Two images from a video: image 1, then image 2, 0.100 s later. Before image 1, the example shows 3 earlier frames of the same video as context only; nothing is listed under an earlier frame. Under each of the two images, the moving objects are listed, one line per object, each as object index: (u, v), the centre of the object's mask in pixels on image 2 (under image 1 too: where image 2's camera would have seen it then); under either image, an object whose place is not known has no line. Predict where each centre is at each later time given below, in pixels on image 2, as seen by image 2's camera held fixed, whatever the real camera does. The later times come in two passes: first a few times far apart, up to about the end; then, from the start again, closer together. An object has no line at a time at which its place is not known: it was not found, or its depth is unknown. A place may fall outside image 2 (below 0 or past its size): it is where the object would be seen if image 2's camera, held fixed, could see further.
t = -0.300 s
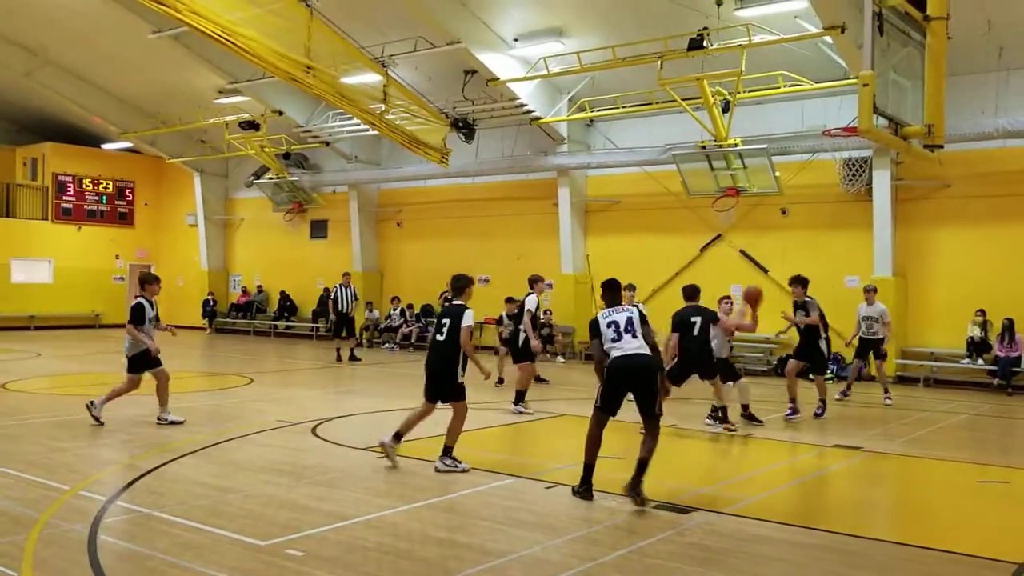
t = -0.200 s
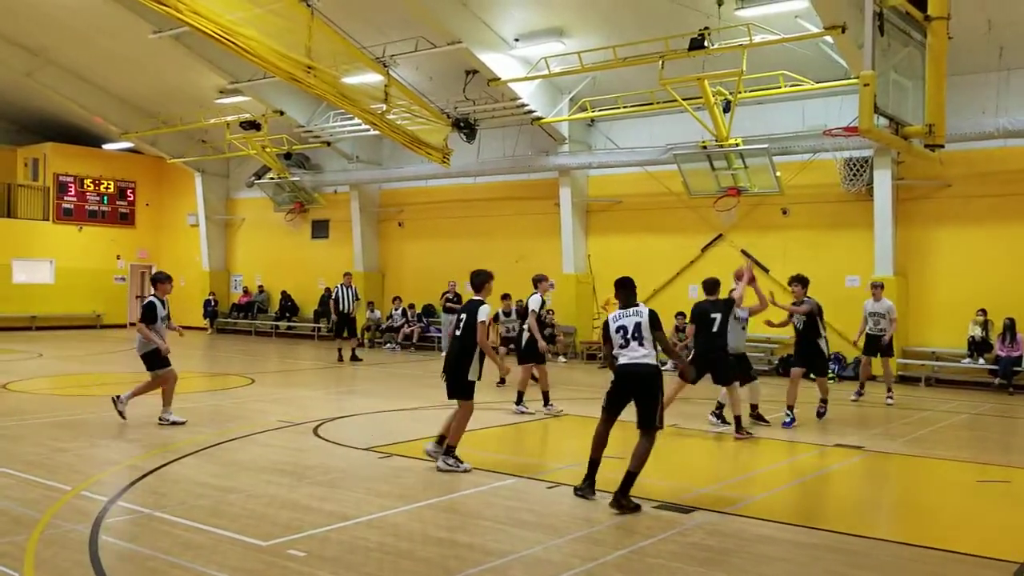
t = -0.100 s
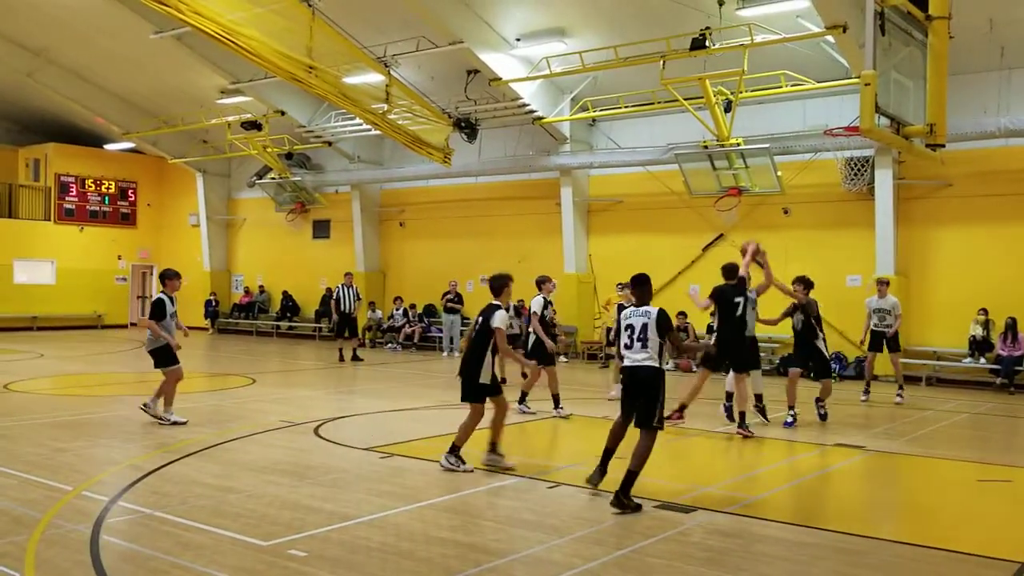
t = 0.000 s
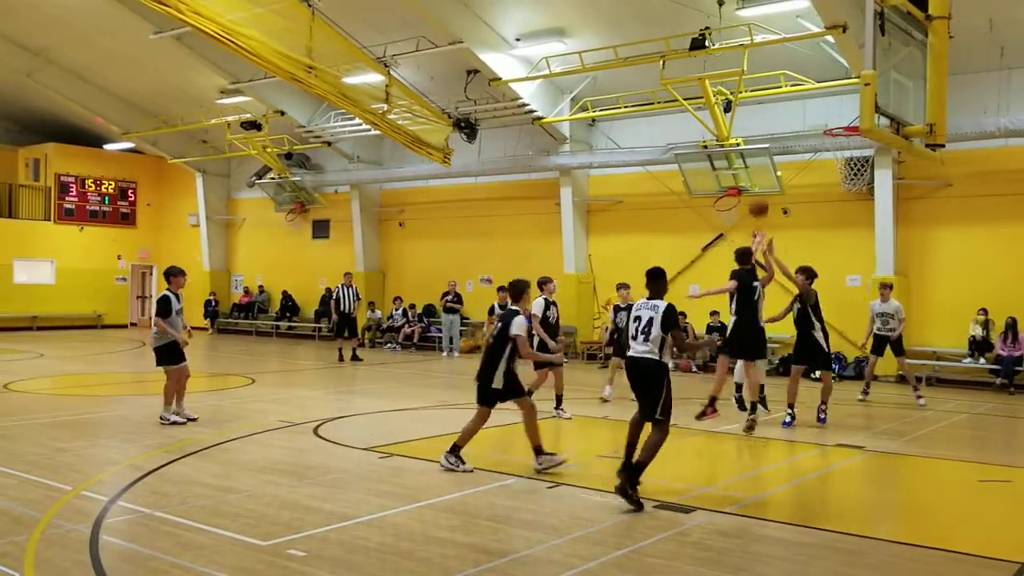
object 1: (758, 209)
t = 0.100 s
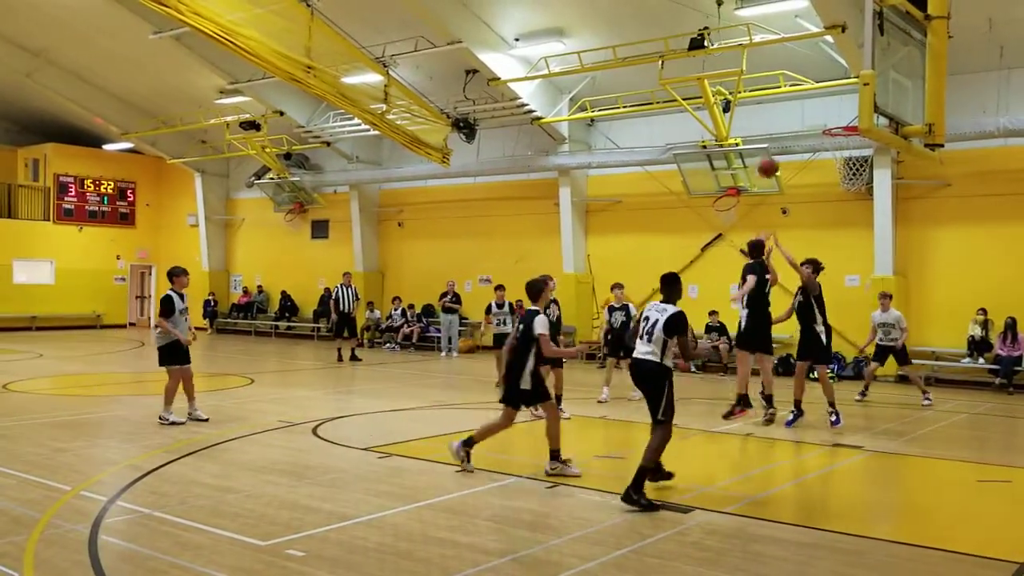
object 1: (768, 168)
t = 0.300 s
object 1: (789, 104)
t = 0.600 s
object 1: (825, 64)
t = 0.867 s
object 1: (854, 107)
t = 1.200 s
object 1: (851, 28)
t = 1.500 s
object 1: (840, 41)
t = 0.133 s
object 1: (772, 156)
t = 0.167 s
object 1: (776, 144)
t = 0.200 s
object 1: (779, 132)
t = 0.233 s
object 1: (782, 122)
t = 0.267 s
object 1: (785, 112)
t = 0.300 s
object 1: (789, 104)
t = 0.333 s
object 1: (793, 96)
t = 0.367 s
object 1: (797, 89)
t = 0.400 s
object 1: (801, 83)
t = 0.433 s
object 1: (805, 77)
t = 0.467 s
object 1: (809, 72)
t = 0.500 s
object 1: (812, 69)
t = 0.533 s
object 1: (817, 66)
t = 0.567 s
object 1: (821, 65)
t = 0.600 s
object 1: (825, 64)
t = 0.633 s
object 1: (831, 65)
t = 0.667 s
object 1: (835, 66)
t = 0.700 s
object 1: (840, 69)
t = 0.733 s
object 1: (845, 73)
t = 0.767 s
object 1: (848, 80)
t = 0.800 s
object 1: (849, 87)
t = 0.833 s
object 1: (852, 97)
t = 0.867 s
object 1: (854, 107)
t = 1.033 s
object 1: (853, 64)
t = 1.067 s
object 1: (854, 55)
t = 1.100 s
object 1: (853, 46)
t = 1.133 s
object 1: (852, 39)
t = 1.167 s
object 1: (852, 33)
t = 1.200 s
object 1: (851, 28)
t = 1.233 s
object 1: (850, 24)
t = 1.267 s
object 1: (849, 21)
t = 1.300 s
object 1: (848, 21)
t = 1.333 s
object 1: (847, 21)
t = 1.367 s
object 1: (846, 22)
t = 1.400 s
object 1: (846, 24)
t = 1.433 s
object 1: (844, 29)
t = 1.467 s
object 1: (843, 34)
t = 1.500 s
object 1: (840, 41)
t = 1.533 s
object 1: (839, 50)
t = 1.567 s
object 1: (836, 60)
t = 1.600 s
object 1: (834, 70)
